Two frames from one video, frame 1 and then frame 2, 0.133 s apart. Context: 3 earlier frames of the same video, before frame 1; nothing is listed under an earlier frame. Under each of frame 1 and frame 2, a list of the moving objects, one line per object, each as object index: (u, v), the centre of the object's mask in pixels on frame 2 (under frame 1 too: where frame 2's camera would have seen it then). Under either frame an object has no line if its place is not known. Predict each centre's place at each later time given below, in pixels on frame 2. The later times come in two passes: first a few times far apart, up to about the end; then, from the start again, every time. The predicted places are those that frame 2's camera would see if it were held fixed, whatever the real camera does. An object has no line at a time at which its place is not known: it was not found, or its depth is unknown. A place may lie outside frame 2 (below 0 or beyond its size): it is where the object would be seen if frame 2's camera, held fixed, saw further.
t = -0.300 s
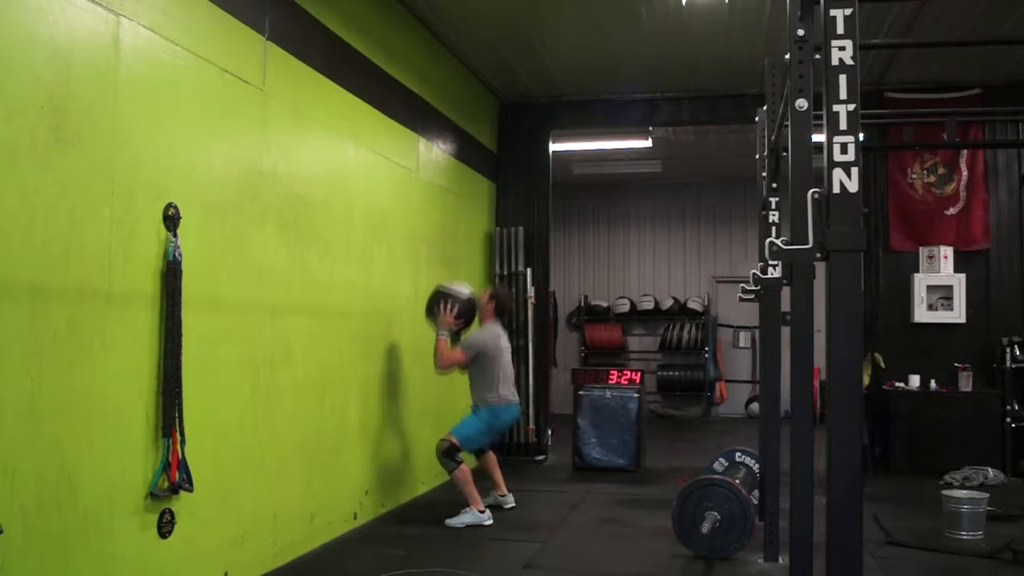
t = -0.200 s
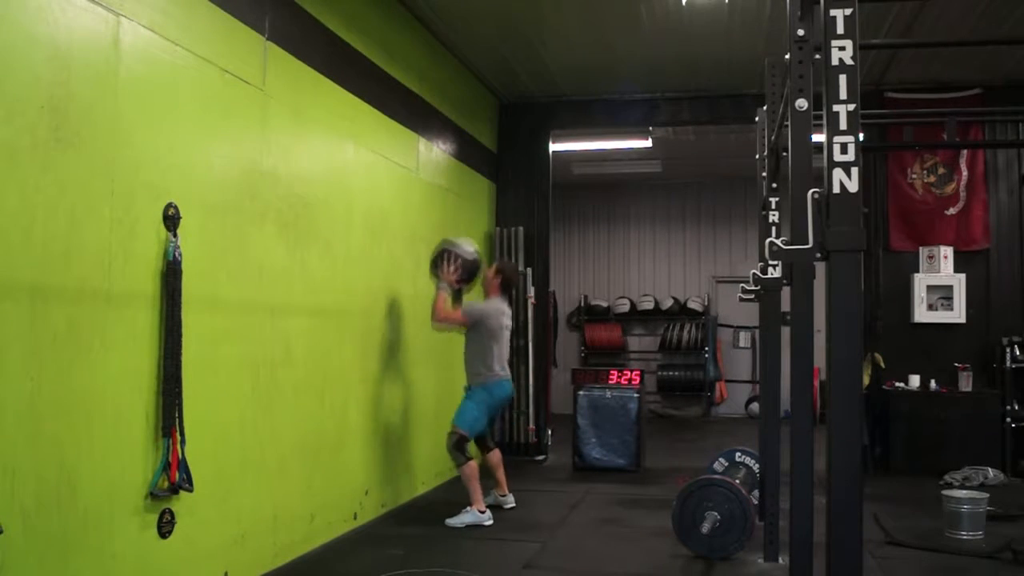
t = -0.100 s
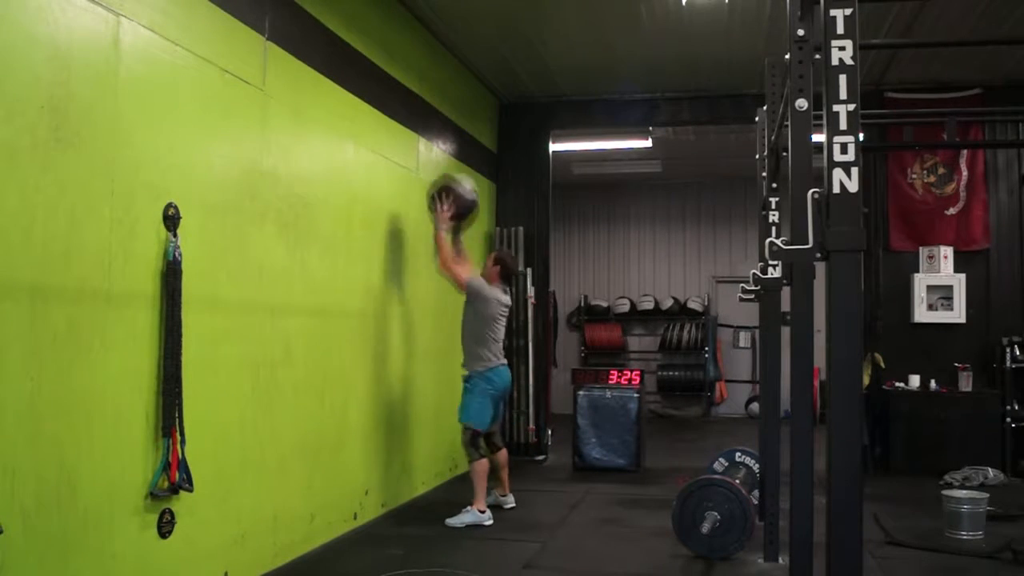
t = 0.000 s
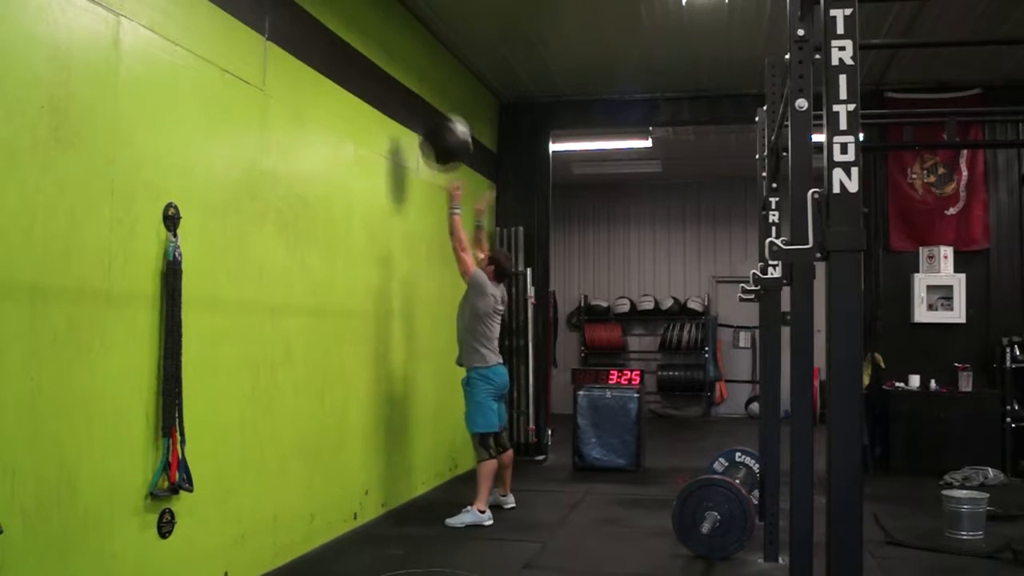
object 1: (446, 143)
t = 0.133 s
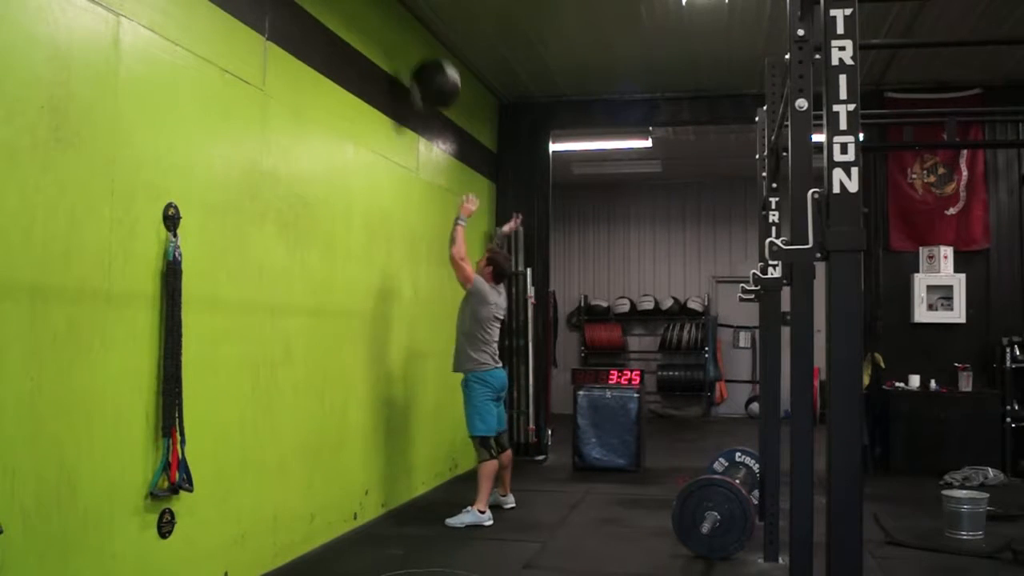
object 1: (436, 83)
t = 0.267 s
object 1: (424, 51)
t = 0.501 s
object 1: (428, 53)
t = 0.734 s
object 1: (436, 128)
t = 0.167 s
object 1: (434, 73)
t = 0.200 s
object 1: (430, 64)
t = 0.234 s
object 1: (427, 57)
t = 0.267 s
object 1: (424, 51)
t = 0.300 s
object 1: (421, 47)
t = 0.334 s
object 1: (420, 45)
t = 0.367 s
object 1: (421, 44)
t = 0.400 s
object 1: (422, 44)
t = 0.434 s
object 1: (424, 46)
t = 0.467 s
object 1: (426, 49)
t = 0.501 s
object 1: (428, 53)
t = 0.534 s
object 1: (429, 59)
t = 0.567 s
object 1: (431, 66)
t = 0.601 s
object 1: (432, 75)
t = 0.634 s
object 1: (433, 86)
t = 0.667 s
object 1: (436, 98)
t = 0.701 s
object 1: (438, 111)
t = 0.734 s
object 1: (436, 128)
